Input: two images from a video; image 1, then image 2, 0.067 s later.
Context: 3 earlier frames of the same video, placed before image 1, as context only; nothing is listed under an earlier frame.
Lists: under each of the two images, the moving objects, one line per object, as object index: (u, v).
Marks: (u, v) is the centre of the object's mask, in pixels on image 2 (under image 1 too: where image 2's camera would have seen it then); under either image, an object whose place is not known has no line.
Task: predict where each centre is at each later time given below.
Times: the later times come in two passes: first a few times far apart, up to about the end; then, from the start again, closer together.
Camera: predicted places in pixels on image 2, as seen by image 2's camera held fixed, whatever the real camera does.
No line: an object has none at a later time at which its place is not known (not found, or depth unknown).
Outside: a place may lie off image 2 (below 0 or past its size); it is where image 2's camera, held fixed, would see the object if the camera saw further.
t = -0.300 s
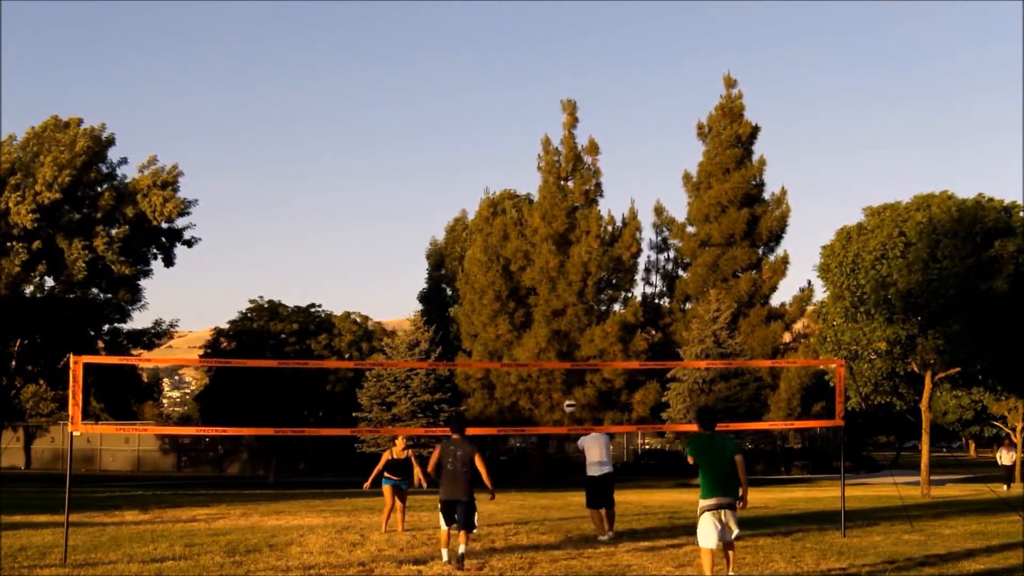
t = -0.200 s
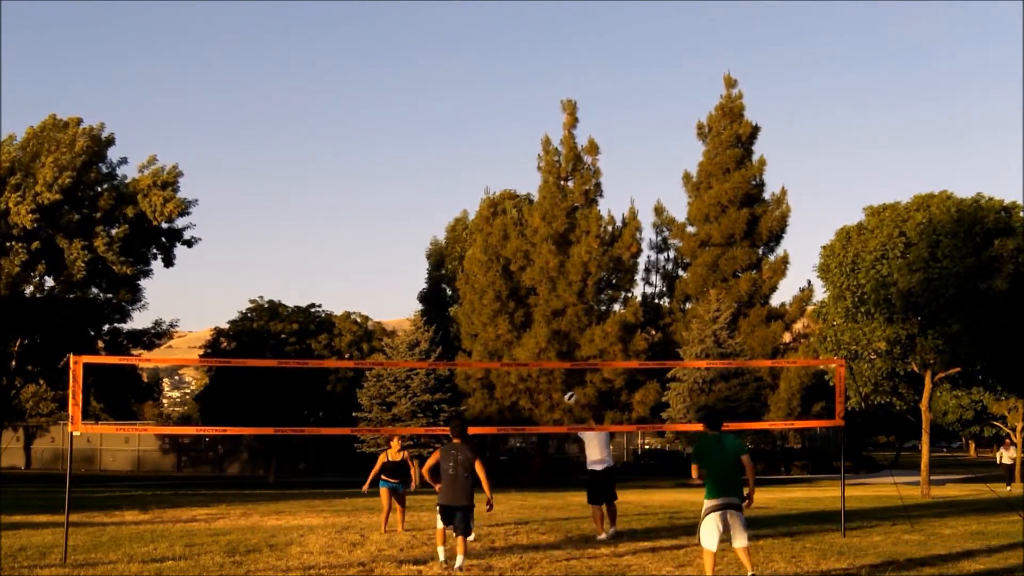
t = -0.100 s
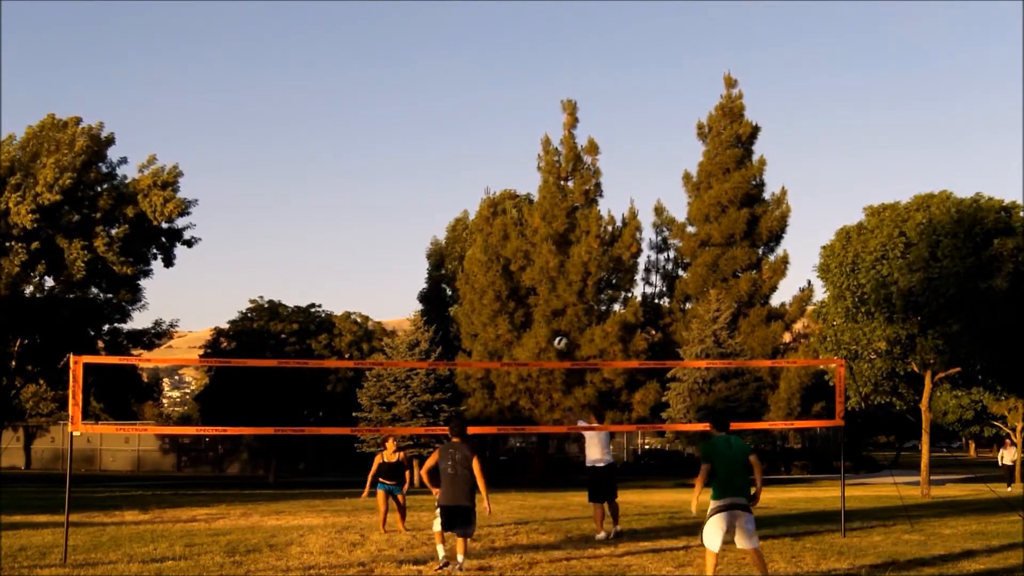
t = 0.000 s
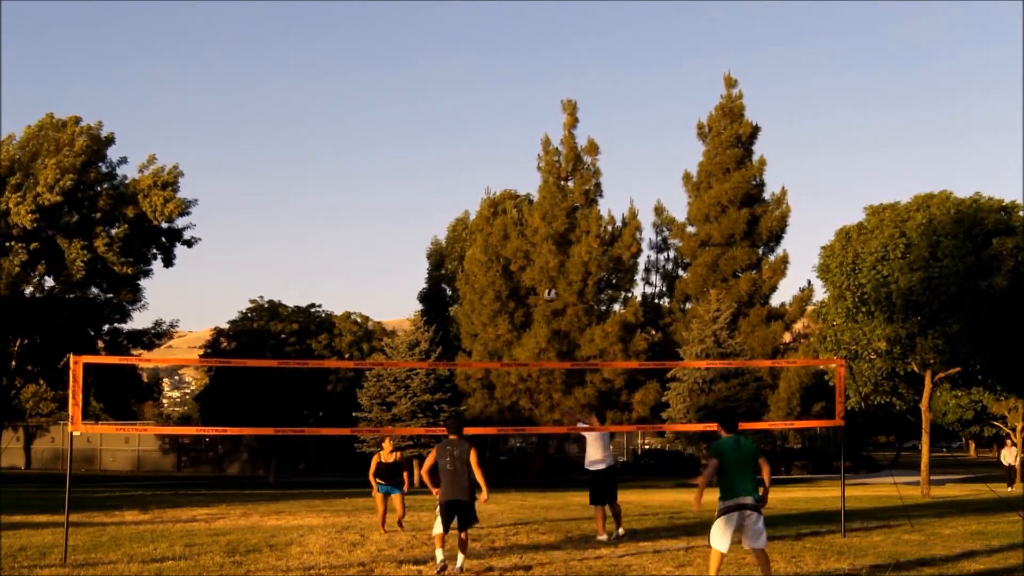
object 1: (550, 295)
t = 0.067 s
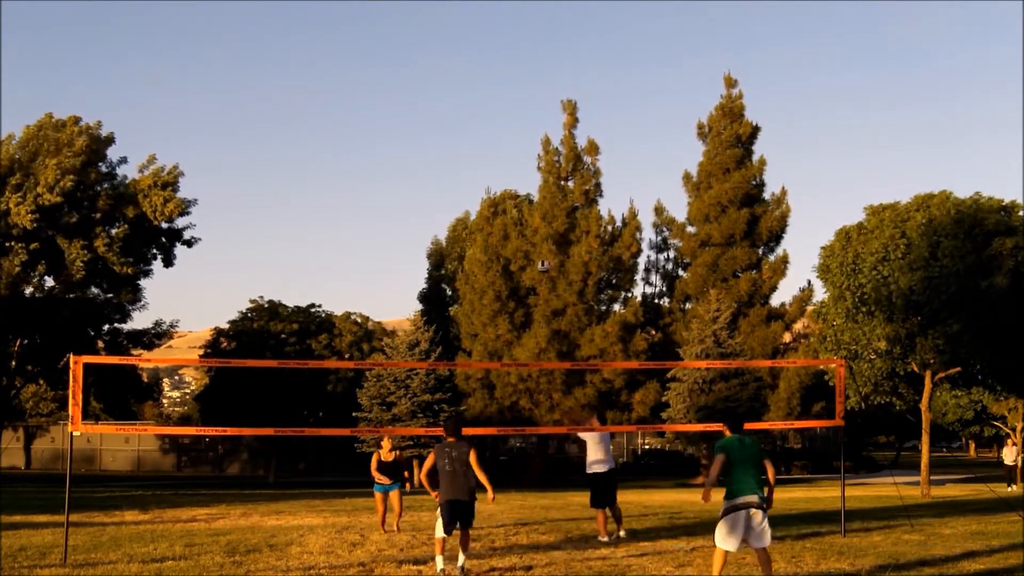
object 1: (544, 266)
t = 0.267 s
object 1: (525, 196)
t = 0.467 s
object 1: (510, 154)
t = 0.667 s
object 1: (496, 134)
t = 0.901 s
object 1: (482, 144)
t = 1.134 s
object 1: (470, 192)
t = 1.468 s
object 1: (459, 328)
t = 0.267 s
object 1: (525, 196)
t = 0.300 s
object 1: (523, 188)
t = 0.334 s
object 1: (520, 180)
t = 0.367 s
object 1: (517, 173)
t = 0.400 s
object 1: (515, 166)
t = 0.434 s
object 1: (512, 160)
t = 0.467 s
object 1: (510, 154)
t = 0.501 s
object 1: (507, 149)
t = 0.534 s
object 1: (505, 145)
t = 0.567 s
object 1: (503, 141)
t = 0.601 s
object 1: (501, 138)
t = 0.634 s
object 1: (499, 136)
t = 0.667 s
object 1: (496, 134)
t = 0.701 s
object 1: (494, 133)
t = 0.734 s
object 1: (492, 133)
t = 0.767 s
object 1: (490, 134)
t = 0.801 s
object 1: (488, 135)
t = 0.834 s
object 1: (486, 137)
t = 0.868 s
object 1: (484, 141)
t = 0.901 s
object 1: (482, 144)
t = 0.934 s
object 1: (480, 149)
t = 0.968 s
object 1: (478, 154)
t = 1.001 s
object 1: (476, 160)
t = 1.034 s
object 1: (474, 167)
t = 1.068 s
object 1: (473, 175)
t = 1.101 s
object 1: (471, 183)
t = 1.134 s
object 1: (470, 192)
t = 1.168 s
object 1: (469, 203)
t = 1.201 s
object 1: (467, 213)
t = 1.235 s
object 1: (466, 224)
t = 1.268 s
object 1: (465, 236)
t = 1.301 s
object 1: (463, 250)
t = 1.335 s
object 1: (463, 264)
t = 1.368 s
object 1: (462, 279)
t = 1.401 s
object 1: (460, 294)
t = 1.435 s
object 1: (459, 310)
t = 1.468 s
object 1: (459, 328)
